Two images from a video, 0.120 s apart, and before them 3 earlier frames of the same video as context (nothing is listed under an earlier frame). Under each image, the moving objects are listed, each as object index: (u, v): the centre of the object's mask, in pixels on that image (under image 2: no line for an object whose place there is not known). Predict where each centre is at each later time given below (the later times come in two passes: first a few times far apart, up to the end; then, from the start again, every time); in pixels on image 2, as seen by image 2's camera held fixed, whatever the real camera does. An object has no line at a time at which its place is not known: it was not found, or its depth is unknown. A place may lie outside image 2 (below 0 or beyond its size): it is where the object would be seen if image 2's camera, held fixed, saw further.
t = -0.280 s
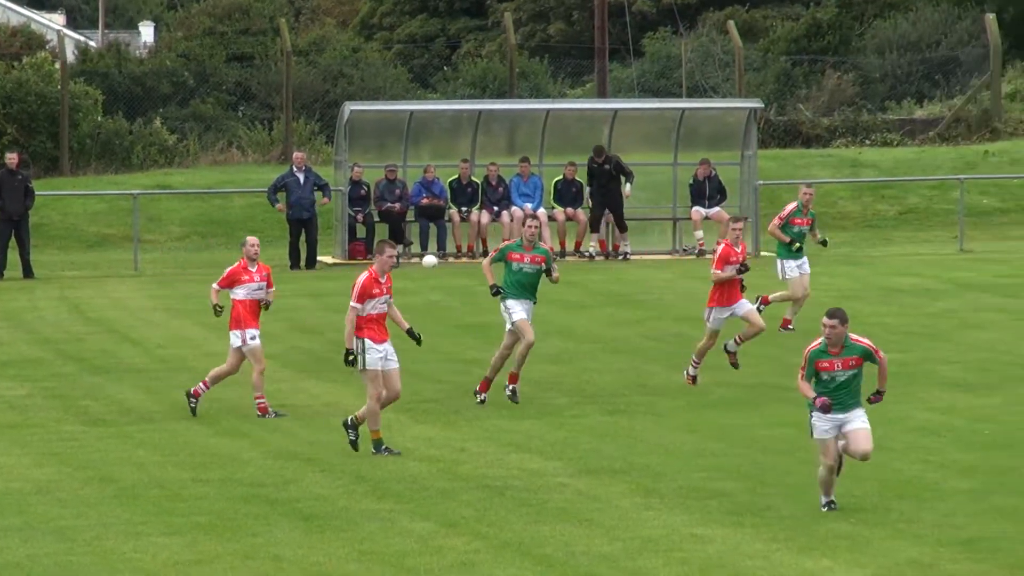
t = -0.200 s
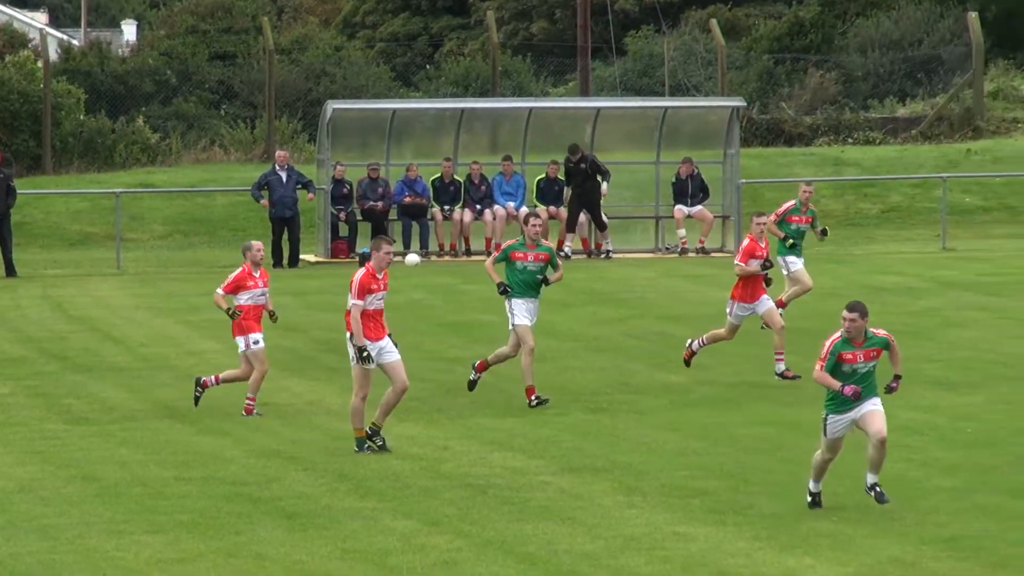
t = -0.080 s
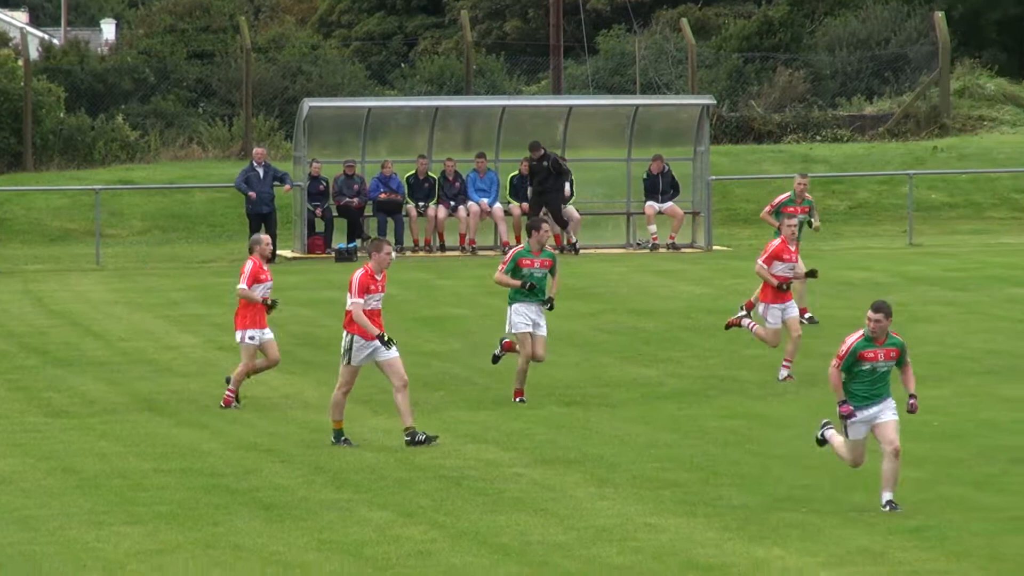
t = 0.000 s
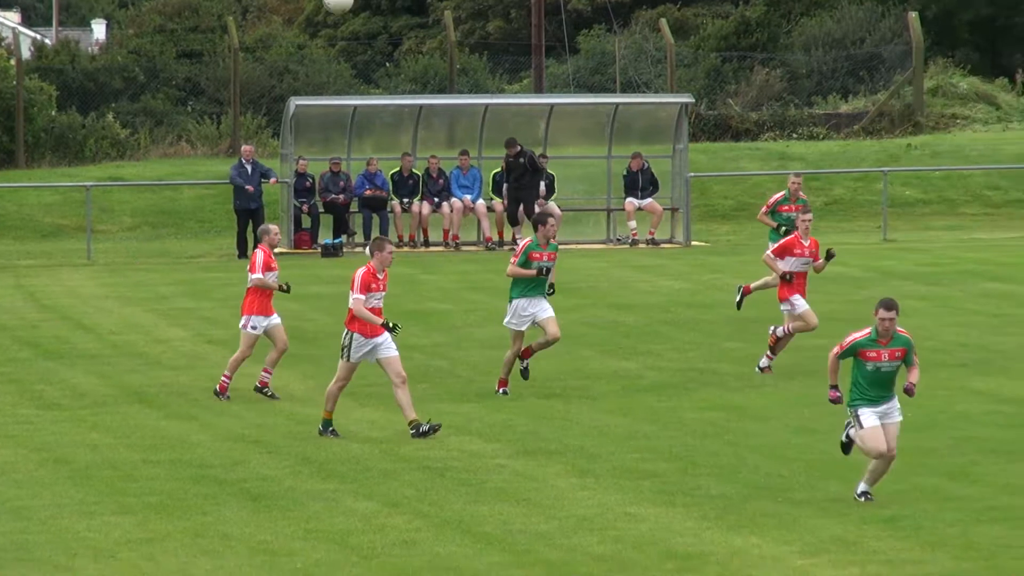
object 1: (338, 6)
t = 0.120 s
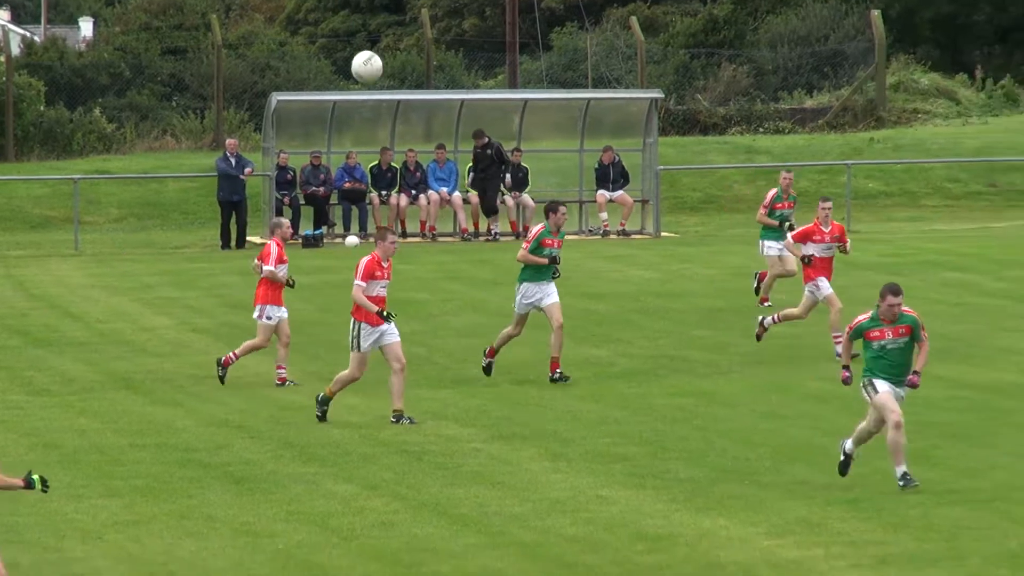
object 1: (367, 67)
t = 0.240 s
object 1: (420, 166)
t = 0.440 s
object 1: (507, 390)
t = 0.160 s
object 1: (385, 96)
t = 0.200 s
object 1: (402, 130)
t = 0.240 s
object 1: (420, 166)
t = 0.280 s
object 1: (437, 205)
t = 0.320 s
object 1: (455, 245)
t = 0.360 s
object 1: (472, 290)
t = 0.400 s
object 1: (489, 338)
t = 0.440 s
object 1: (507, 390)
